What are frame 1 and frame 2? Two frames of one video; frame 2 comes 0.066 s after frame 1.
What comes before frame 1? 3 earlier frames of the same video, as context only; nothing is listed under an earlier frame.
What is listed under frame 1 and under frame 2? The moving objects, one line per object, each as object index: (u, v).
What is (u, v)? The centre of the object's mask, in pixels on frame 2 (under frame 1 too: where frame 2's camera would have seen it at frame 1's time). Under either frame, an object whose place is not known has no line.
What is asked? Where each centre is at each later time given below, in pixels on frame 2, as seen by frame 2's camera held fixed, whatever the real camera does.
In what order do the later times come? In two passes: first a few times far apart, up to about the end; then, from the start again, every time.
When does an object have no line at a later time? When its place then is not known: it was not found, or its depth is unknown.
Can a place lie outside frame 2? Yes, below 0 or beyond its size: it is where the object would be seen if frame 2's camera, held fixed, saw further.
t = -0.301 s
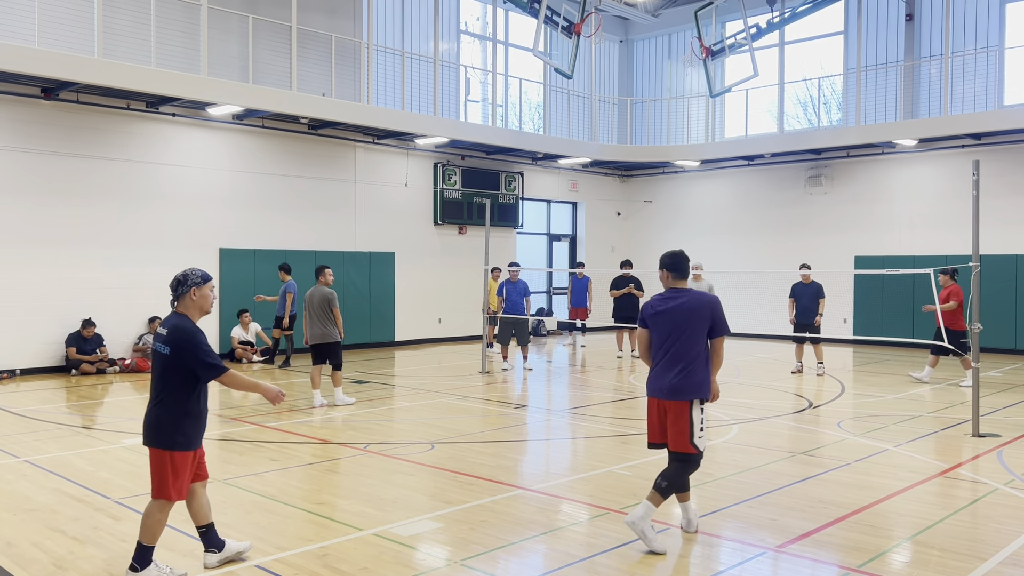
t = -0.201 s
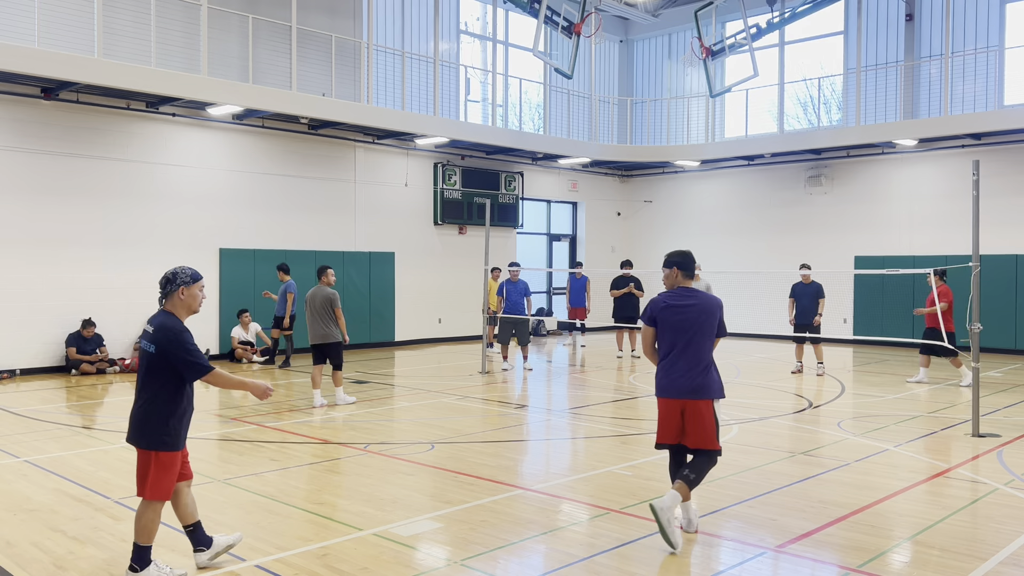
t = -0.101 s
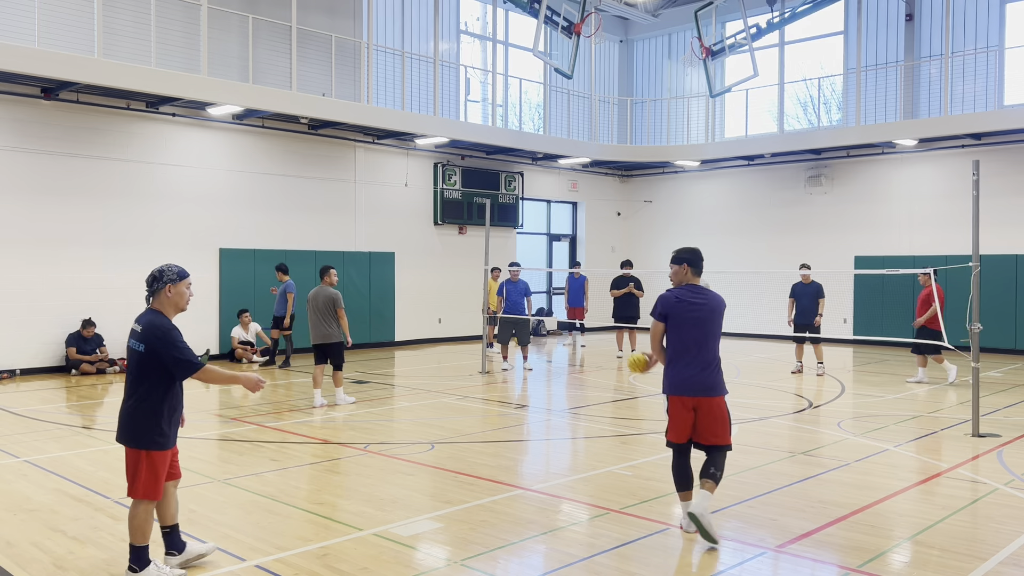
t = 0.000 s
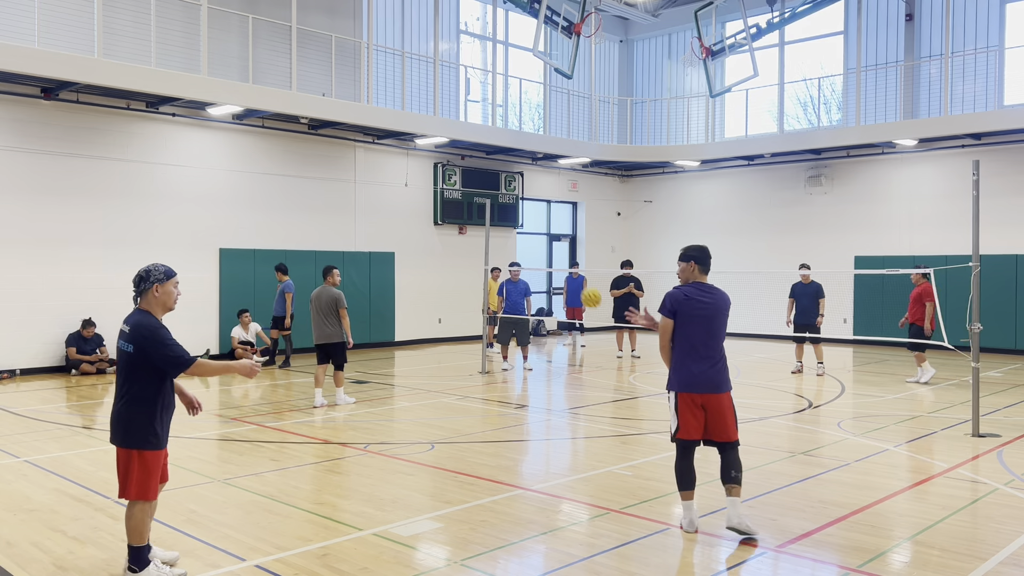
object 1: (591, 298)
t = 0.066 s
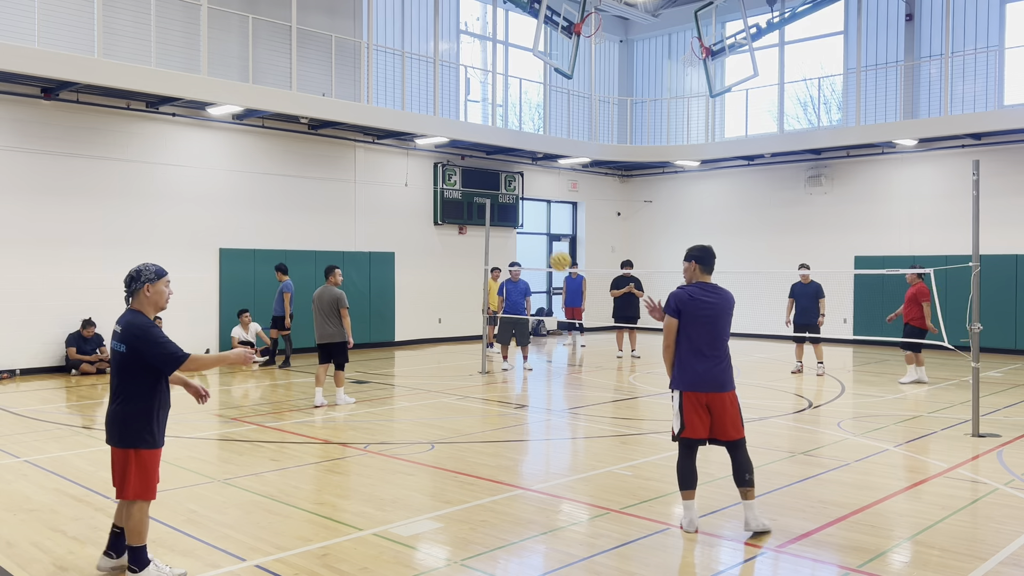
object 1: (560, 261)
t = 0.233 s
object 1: (478, 196)
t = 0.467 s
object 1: (350, 177)
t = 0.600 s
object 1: (270, 210)
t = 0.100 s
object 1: (545, 245)
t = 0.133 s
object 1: (528, 230)
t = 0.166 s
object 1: (511, 217)
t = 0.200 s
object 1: (495, 206)
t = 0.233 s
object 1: (478, 196)
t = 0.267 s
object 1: (461, 188)
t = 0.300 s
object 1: (443, 181)
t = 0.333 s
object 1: (425, 177)
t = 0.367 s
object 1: (407, 174)
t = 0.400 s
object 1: (389, 173)
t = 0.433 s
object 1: (370, 174)
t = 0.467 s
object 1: (350, 177)
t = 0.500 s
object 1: (331, 182)
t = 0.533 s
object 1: (311, 189)
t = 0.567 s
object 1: (291, 199)
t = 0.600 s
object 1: (270, 210)
